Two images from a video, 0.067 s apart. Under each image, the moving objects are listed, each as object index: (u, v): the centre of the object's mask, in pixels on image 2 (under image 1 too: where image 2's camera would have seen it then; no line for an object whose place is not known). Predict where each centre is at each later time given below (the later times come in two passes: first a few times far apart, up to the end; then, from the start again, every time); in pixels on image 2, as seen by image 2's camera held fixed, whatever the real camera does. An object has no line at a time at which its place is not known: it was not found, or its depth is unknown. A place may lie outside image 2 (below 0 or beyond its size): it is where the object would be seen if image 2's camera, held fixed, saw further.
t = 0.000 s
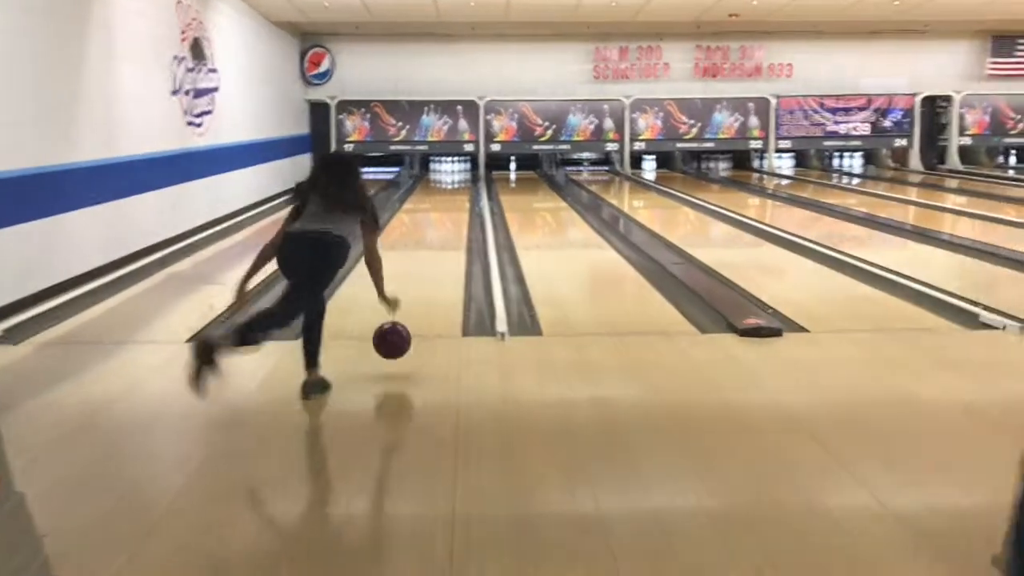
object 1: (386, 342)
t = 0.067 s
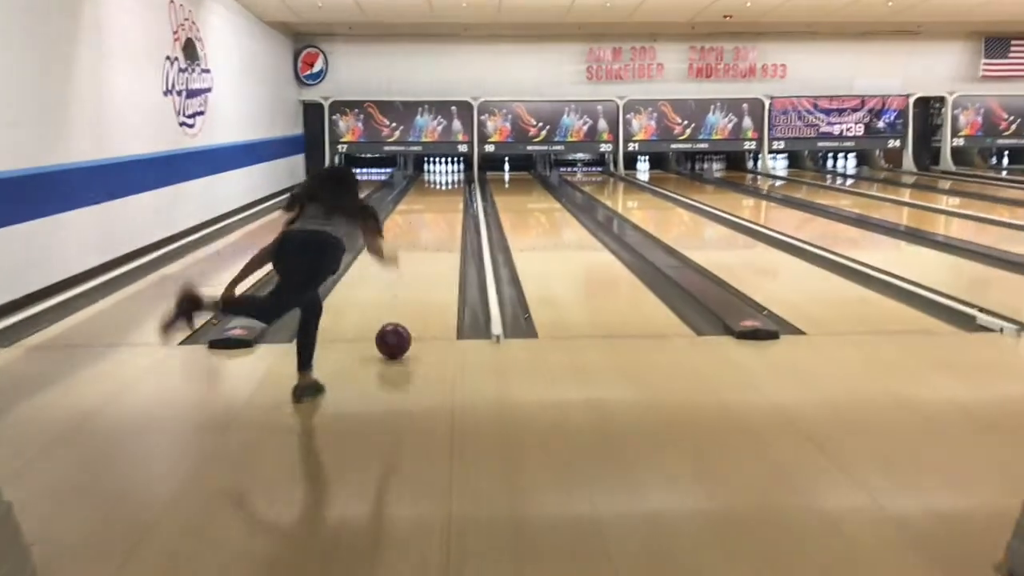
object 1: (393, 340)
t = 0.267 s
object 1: (408, 300)
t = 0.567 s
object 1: (425, 256)
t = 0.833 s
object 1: (428, 236)
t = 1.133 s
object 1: (434, 218)
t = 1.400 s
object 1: (438, 206)
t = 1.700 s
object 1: (441, 197)
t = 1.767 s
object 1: (442, 194)
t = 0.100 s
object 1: (396, 332)
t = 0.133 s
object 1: (399, 325)
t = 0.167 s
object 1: (401, 318)
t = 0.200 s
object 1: (404, 312)
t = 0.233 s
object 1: (406, 306)
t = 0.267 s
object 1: (408, 300)
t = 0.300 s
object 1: (409, 295)
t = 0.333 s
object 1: (412, 290)
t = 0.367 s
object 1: (417, 280)
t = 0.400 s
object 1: (415, 277)
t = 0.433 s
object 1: (416, 275)
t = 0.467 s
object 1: (417, 271)
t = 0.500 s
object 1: (418, 266)
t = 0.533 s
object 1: (421, 263)
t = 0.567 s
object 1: (425, 256)
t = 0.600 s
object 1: (425, 248)
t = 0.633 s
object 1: (422, 247)
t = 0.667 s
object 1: (423, 245)
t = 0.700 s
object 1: (424, 244)
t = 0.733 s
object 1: (425, 241)
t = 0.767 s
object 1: (426, 241)
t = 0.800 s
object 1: (427, 239)
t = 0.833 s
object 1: (428, 236)
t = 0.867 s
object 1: (429, 234)
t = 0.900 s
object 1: (430, 232)
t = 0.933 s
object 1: (430, 230)
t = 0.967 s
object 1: (431, 228)
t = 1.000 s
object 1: (432, 226)
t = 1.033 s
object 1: (432, 224)
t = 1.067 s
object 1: (433, 222)
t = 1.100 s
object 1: (433, 220)
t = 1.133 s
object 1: (434, 218)
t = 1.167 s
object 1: (435, 217)
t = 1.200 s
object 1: (435, 215)
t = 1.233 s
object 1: (435, 214)
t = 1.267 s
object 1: (436, 212)
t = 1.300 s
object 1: (437, 210)
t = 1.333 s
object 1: (437, 210)
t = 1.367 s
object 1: (437, 209)
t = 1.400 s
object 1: (438, 206)
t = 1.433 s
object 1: (439, 205)
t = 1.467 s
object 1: (439, 203)
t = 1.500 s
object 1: (439, 203)
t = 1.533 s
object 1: (440, 202)
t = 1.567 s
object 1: (440, 201)
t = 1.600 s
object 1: (440, 200)
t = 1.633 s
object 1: (441, 199)
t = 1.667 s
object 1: (441, 198)
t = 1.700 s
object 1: (441, 197)
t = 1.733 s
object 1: (441, 196)
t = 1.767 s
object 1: (442, 194)
